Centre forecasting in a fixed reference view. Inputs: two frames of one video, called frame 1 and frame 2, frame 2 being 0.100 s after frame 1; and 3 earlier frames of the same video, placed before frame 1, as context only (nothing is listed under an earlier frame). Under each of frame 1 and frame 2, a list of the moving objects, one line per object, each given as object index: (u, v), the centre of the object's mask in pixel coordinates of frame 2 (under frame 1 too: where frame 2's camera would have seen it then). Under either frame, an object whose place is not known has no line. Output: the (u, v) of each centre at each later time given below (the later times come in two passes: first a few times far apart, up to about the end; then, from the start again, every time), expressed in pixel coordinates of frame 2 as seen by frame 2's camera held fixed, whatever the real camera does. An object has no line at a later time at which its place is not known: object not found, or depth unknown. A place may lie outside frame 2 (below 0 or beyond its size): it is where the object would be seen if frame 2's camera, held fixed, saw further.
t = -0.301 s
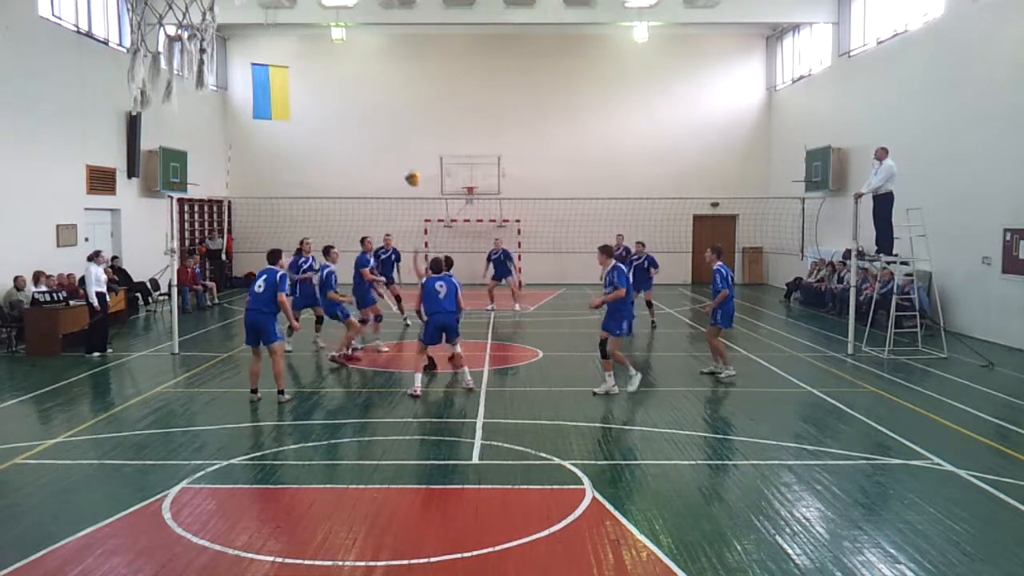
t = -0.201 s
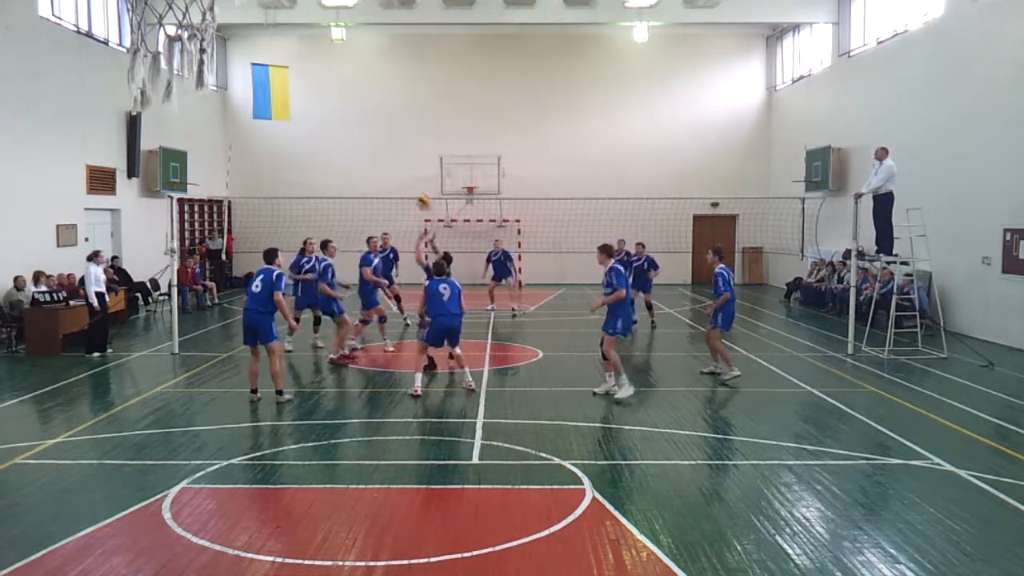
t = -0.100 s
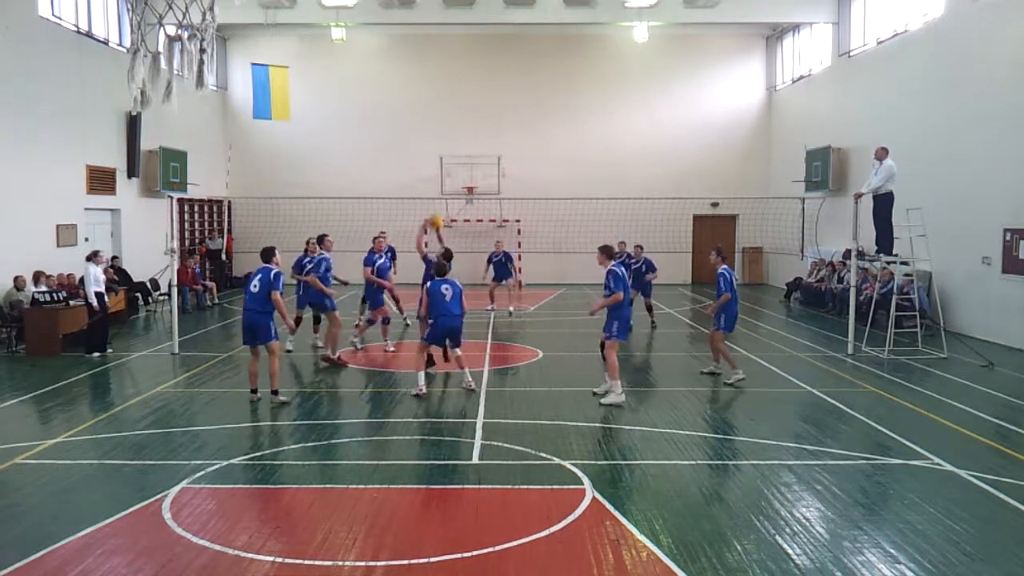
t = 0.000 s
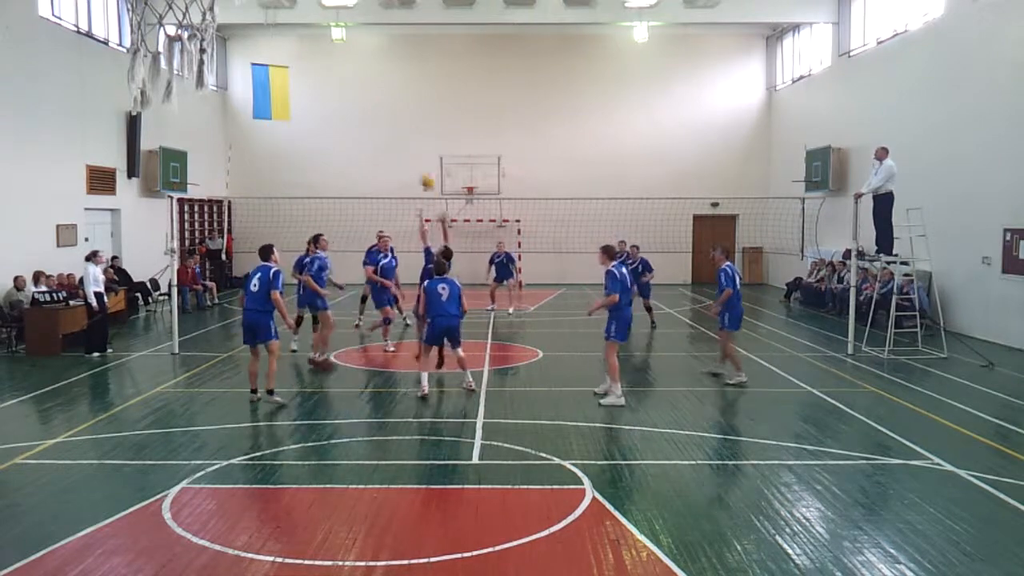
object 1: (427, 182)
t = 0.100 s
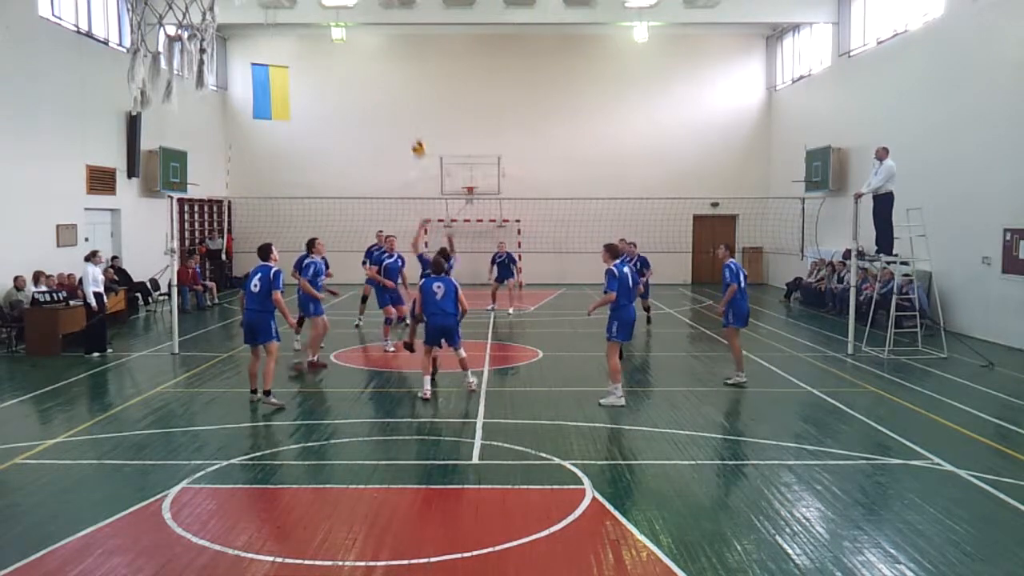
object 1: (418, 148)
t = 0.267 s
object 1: (404, 109)
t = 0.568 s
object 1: (379, 88)
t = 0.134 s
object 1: (416, 139)
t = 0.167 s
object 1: (413, 130)
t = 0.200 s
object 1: (411, 121)
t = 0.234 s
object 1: (408, 115)
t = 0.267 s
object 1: (404, 109)
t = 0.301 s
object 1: (402, 103)
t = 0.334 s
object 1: (400, 98)
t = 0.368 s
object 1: (397, 94)
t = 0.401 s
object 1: (393, 91)
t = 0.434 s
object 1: (390, 89)
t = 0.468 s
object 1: (387, 88)
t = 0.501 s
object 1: (386, 87)
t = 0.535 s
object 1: (383, 87)
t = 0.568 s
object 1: (379, 88)
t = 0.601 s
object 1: (377, 90)
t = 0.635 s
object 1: (375, 92)
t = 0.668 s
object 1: (372, 96)
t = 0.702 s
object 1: (370, 99)
